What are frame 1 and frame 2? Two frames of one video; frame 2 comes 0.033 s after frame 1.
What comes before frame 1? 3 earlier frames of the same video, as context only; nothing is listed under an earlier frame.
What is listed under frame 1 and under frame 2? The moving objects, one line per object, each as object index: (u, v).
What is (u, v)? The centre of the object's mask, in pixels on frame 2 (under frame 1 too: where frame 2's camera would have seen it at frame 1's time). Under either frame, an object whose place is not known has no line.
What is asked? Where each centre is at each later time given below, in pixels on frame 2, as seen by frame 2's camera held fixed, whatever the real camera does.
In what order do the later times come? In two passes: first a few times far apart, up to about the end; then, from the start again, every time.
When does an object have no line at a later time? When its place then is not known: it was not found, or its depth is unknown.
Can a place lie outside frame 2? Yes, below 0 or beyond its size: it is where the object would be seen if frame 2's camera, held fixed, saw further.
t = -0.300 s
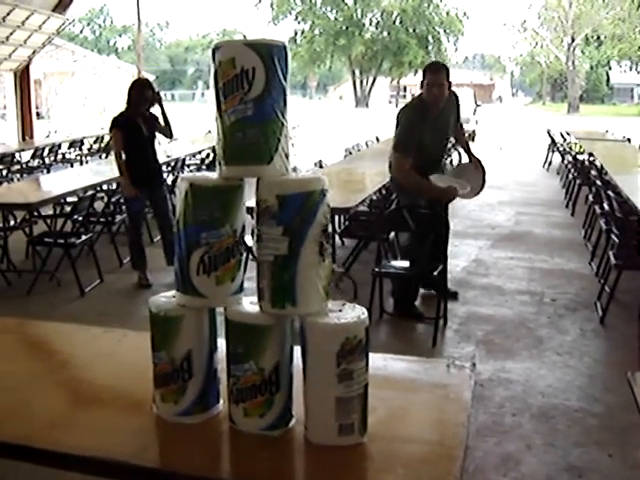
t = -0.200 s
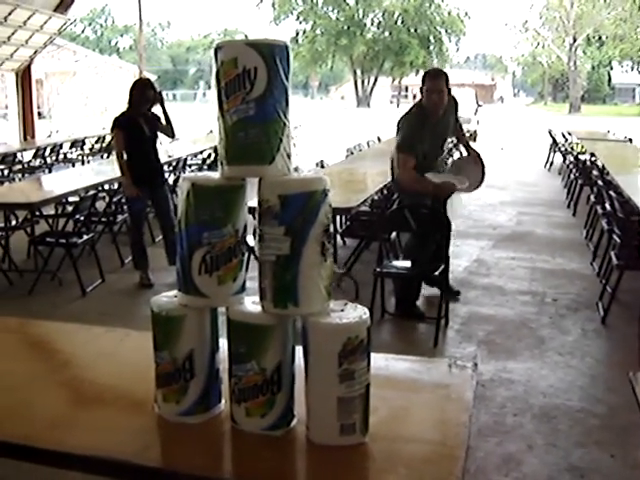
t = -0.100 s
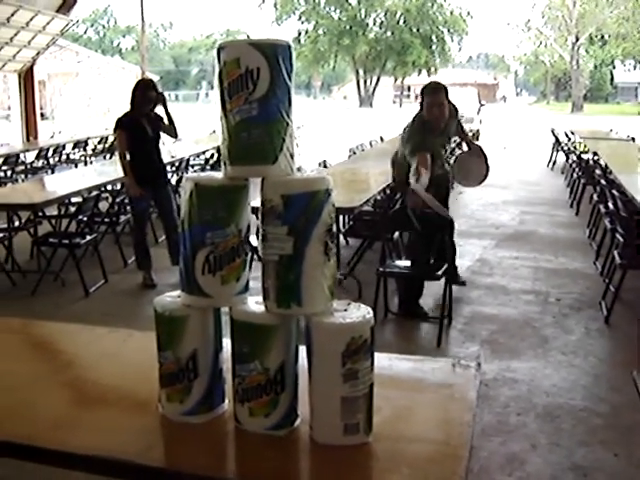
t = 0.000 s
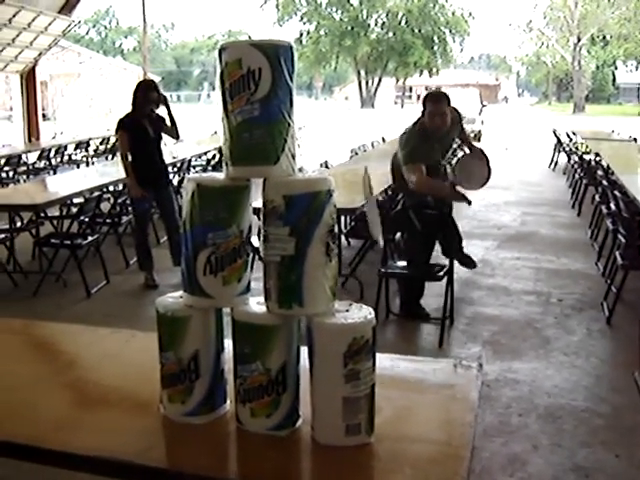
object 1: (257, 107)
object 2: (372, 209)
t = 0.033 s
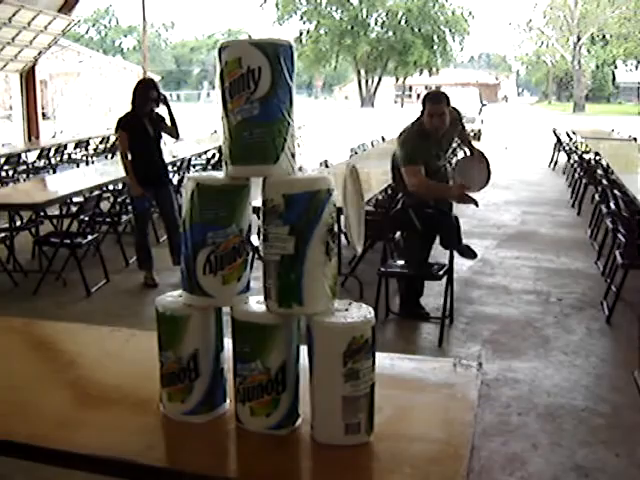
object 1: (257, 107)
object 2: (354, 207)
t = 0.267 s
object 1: (260, 107)
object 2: (425, 285)
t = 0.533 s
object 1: (293, 130)
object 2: (508, 373)
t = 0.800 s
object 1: (369, 263)
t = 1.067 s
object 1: (441, 275)
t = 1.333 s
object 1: (497, 373)
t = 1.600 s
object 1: (528, 435)
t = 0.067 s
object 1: (257, 107)
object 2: (339, 215)
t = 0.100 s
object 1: (257, 107)
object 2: (354, 232)
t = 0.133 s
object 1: (258, 107)
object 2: (368, 247)
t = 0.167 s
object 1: (258, 107)
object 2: (378, 252)
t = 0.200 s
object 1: (259, 107)
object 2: (391, 261)
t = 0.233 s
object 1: (259, 107)
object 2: (409, 272)
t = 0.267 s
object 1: (260, 107)
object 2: (425, 285)
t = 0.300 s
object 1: (262, 108)
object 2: (441, 299)
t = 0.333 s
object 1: (263, 108)
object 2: (455, 309)
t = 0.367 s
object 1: (265, 109)
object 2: (465, 323)
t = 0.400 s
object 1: (269, 110)
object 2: (473, 337)
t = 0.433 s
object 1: (273, 113)
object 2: (482, 353)
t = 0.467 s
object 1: (278, 117)
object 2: (488, 369)
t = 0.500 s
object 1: (286, 122)
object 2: (498, 370)
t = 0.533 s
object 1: (293, 130)
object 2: (508, 373)
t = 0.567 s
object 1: (302, 140)
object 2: (518, 379)
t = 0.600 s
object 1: (311, 156)
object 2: (525, 392)
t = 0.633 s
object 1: (321, 175)
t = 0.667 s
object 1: (331, 198)
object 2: (539, 428)
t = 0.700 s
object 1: (339, 226)
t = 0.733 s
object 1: (350, 259)
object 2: (538, 461)
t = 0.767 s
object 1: (358, 283)
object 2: (542, 474)
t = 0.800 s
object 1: (369, 263)
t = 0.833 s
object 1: (379, 248)
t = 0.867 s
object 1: (388, 237)
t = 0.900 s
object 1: (397, 232)
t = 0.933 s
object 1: (407, 231)
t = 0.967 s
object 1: (416, 236)
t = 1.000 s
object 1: (425, 244)
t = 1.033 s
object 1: (433, 257)
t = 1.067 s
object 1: (441, 275)
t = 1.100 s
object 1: (449, 296)
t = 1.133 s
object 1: (456, 321)
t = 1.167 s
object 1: (464, 350)
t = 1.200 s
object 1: (471, 368)
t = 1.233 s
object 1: (478, 370)
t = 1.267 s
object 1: (486, 375)
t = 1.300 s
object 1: (492, 379)
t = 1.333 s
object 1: (497, 373)
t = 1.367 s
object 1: (501, 370)
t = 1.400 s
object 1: (506, 372)
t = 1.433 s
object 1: (509, 378)
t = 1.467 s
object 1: (514, 386)
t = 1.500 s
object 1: (518, 394)
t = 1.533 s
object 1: (521, 404)
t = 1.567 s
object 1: (524, 418)
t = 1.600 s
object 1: (528, 435)
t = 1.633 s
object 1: (532, 449)
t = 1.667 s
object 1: (541, 466)
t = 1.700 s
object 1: (551, 480)
